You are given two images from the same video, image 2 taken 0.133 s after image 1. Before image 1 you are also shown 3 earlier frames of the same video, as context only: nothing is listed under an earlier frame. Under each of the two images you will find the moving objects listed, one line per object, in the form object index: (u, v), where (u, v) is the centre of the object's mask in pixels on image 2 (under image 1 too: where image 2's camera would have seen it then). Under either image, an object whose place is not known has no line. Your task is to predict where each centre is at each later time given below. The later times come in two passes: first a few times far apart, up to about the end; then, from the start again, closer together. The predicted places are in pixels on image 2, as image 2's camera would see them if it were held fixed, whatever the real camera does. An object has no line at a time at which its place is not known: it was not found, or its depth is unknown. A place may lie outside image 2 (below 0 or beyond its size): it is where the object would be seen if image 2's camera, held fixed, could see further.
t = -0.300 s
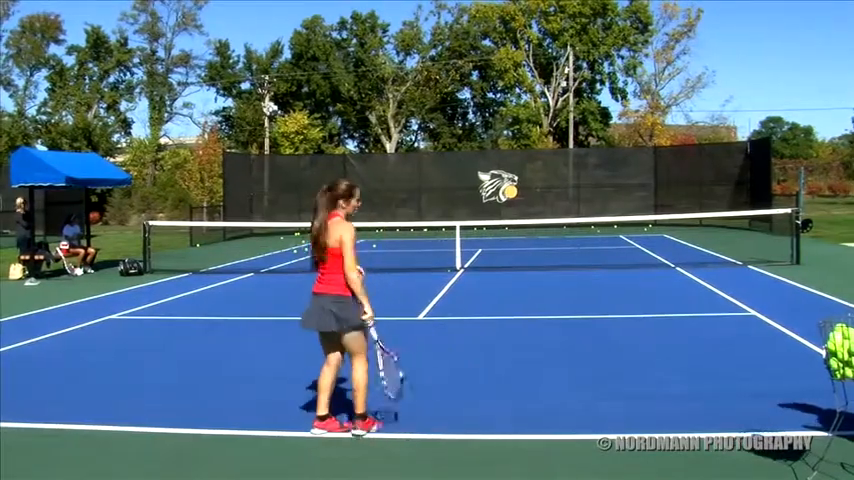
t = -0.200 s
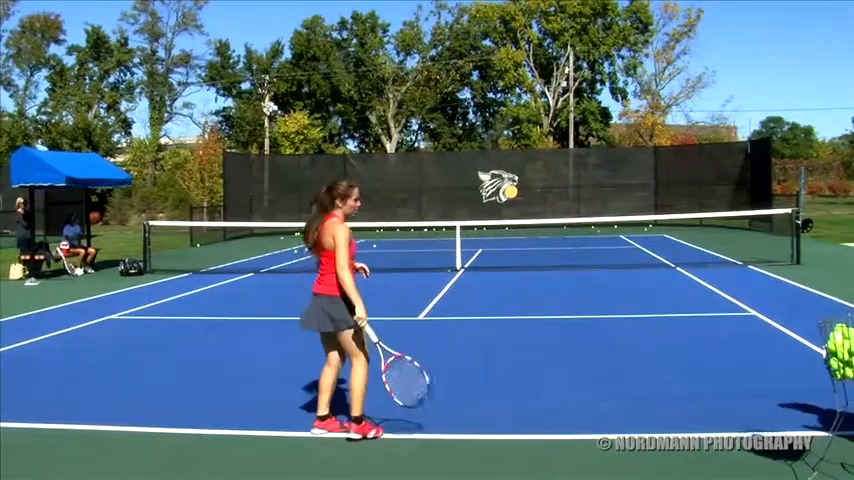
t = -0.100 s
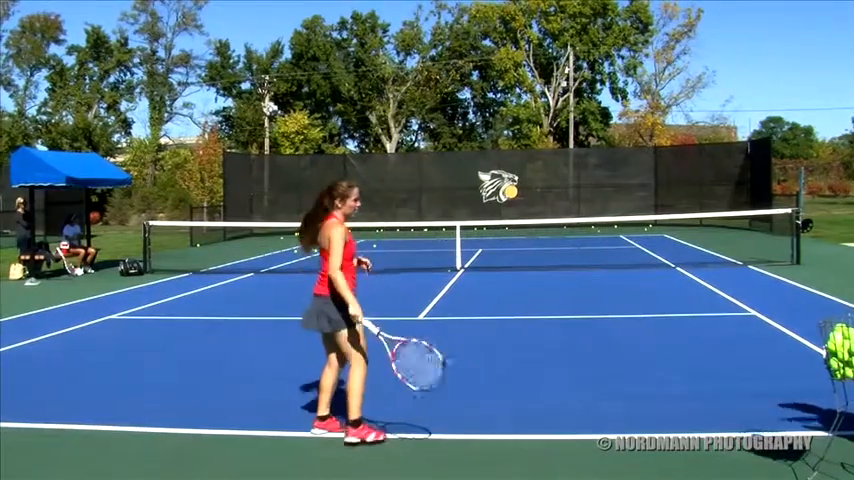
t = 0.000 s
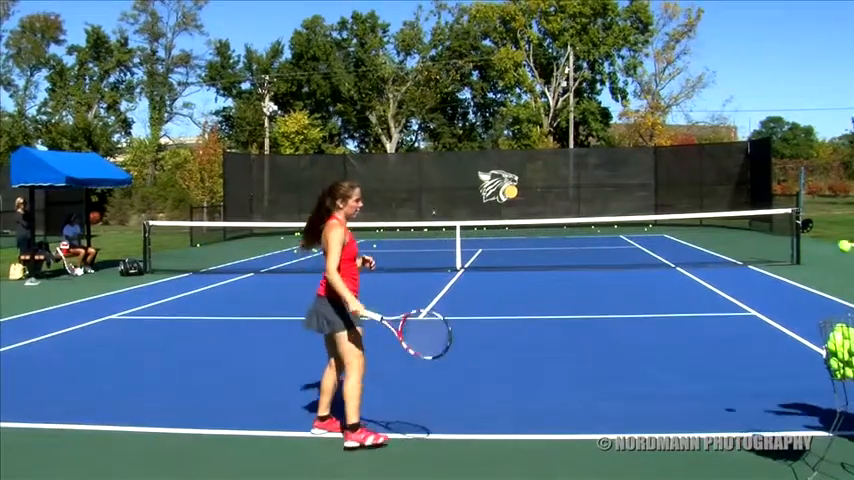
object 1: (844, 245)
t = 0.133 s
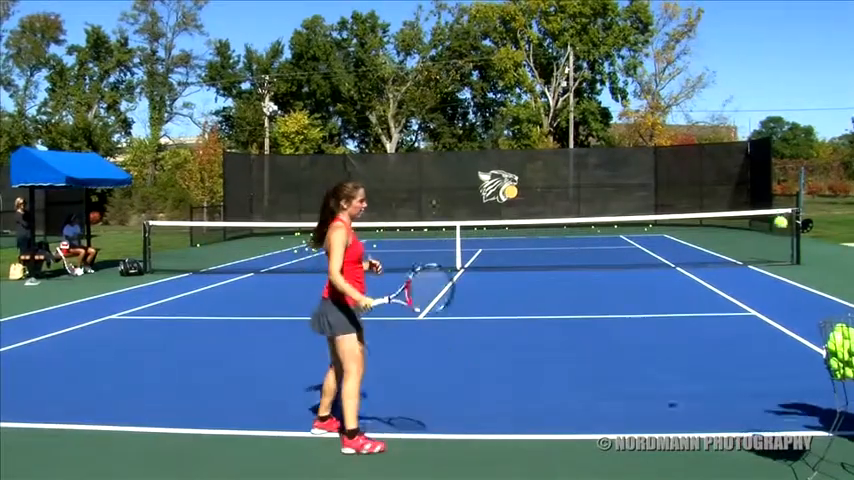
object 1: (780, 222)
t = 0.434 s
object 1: (642, 283)
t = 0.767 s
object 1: (507, 404)
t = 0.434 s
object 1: (642, 283)
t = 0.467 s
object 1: (627, 299)
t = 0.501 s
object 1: (613, 318)
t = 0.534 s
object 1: (598, 337)
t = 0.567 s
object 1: (584, 358)
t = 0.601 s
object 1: (570, 381)
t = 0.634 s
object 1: (556, 405)
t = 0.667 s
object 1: (542, 430)
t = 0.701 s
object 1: (528, 446)
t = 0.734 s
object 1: (518, 424)
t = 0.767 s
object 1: (507, 404)
